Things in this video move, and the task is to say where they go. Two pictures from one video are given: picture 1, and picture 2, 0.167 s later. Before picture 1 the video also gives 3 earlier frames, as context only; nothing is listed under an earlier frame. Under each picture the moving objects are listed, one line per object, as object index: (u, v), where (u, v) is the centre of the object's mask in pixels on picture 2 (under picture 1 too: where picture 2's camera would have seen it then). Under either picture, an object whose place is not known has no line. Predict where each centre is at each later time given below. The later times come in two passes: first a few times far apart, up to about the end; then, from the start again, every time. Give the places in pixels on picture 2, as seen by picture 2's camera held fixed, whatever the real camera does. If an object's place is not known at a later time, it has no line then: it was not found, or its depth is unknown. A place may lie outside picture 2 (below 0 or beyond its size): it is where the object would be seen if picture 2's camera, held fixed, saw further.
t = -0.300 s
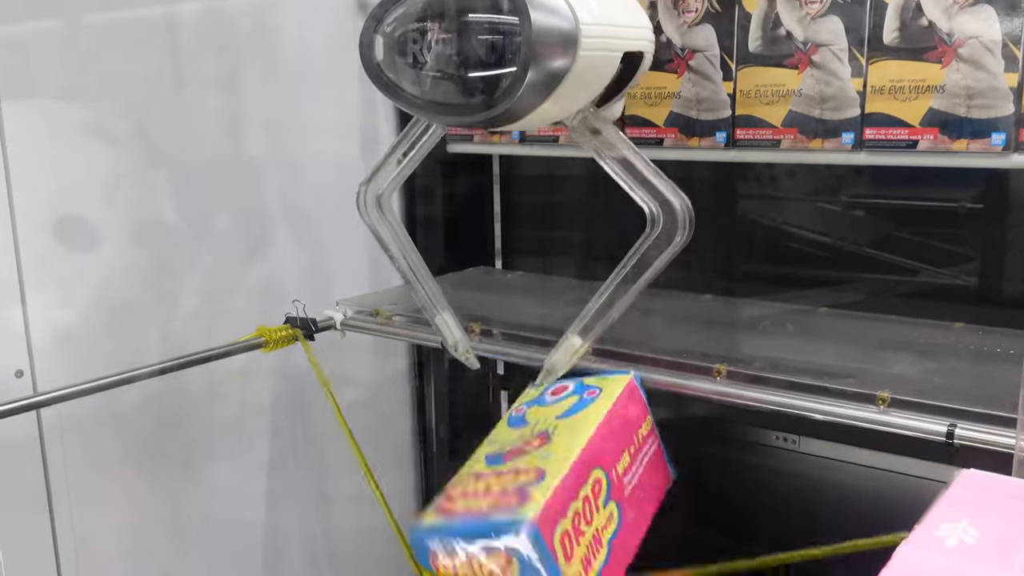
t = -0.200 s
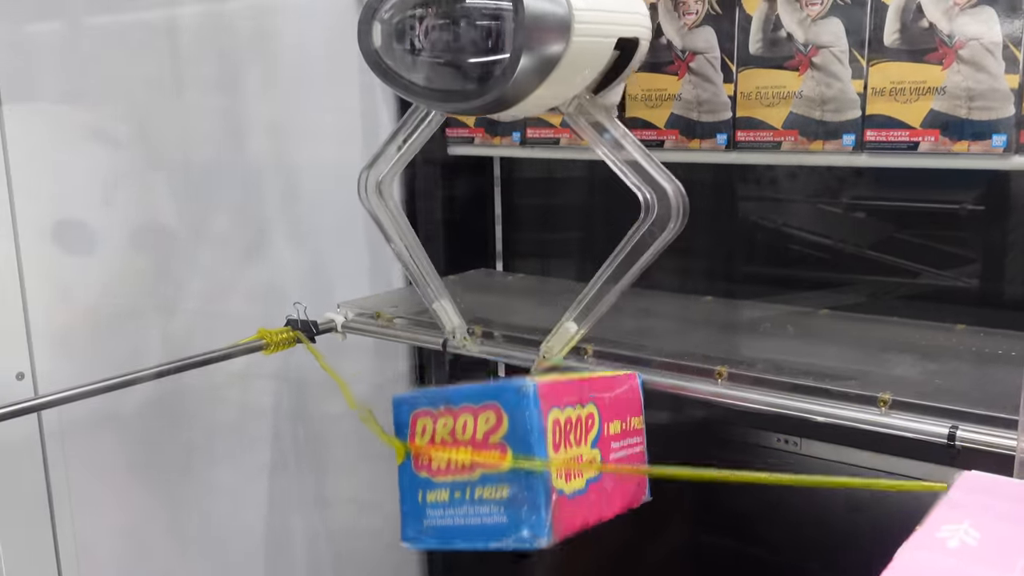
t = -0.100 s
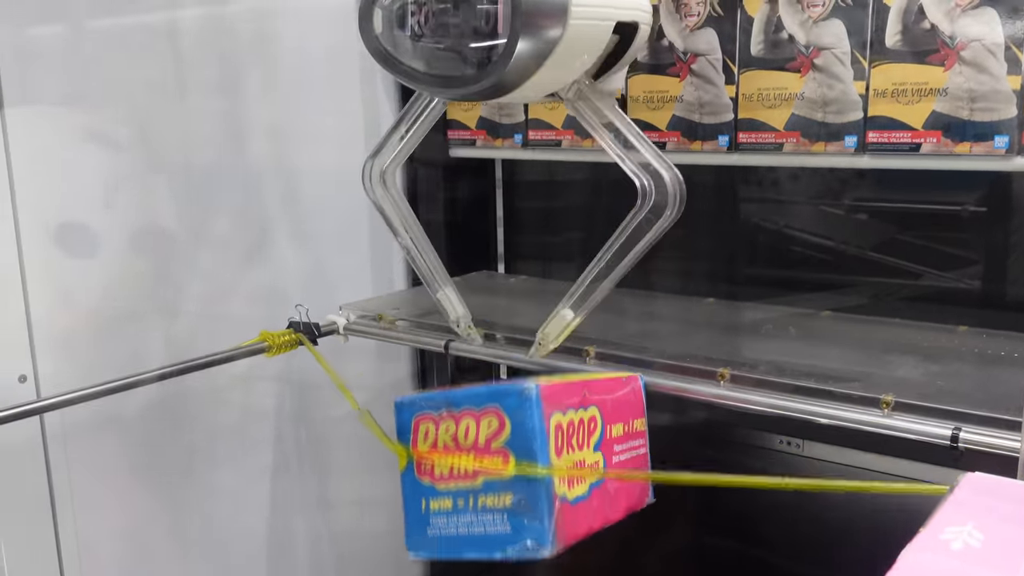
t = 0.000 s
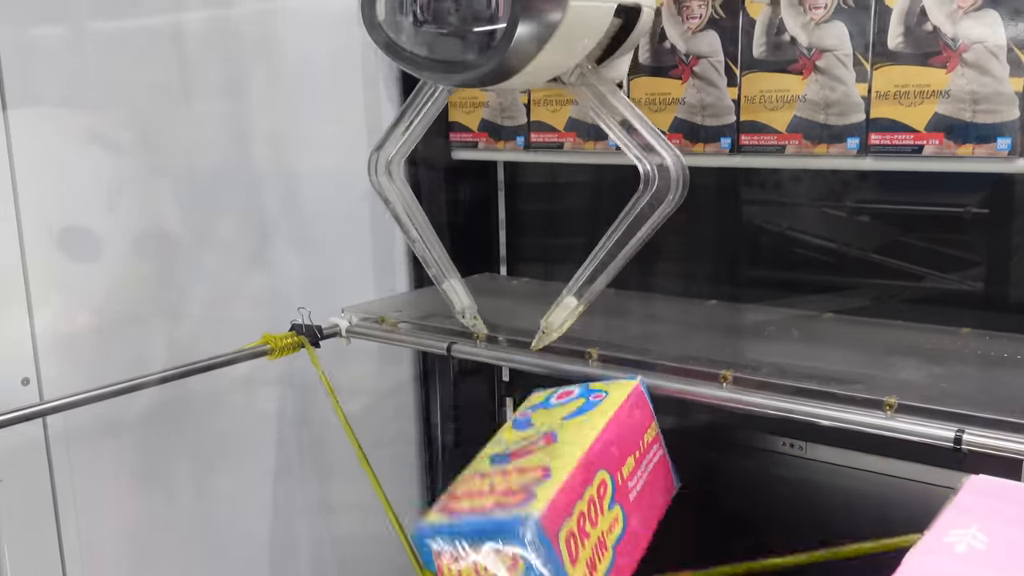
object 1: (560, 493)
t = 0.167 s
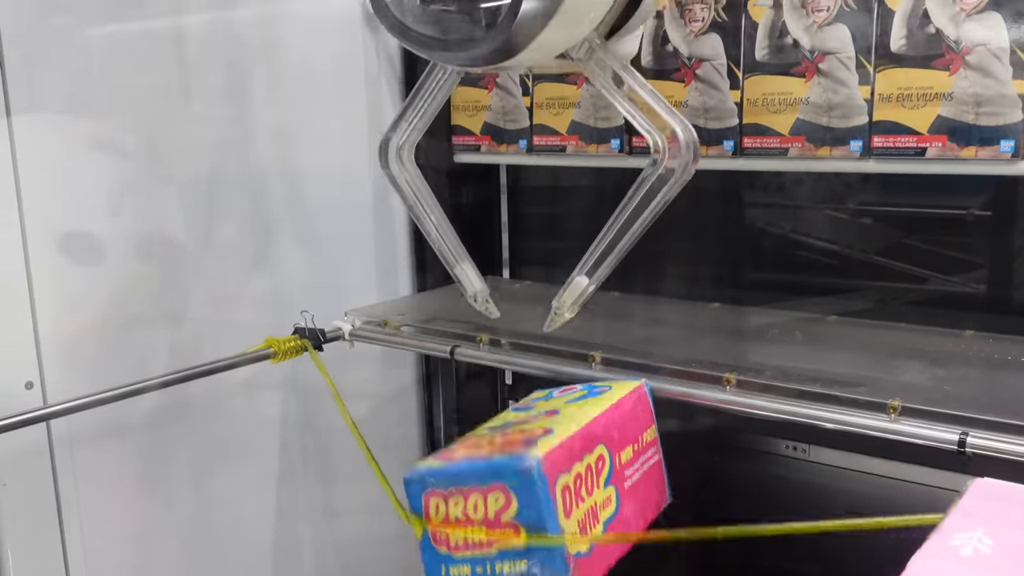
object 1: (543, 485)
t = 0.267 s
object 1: (530, 477)
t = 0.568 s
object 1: (547, 484)
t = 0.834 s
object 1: (558, 489)
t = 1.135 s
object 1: (546, 485)
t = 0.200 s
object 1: (535, 481)
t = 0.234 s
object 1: (530, 478)
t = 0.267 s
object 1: (530, 477)
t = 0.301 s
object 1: (533, 479)
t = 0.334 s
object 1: (540, 482)
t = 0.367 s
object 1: (548, 485)
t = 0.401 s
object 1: (557, 490)
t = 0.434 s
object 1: (562, 491)
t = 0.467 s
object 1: (563, 491)
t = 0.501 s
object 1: (559, 490)
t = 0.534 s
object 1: (553, 487)
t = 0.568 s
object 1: (547, 484)
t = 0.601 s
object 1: (541, 482)
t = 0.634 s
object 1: (538, 481)
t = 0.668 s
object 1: (537, 480)
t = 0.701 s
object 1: (540, 481)
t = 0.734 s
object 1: (544, 483)
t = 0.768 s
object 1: (549, 484)
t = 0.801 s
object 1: (556, 487)
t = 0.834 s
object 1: (558, 489)
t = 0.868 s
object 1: (558, 489)
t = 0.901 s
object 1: (557, 488)
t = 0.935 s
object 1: (553, 485)
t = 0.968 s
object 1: (548, 485)
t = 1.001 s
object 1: (544, 484)
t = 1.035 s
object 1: (542, 483)
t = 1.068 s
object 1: (541, 483)
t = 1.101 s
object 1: (543, 483)
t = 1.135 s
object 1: (546, 485)
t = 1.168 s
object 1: (550, 485)
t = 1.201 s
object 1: (553, 487)
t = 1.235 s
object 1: (557, 487)
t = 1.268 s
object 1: (557, 487)
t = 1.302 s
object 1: (556, 485)
